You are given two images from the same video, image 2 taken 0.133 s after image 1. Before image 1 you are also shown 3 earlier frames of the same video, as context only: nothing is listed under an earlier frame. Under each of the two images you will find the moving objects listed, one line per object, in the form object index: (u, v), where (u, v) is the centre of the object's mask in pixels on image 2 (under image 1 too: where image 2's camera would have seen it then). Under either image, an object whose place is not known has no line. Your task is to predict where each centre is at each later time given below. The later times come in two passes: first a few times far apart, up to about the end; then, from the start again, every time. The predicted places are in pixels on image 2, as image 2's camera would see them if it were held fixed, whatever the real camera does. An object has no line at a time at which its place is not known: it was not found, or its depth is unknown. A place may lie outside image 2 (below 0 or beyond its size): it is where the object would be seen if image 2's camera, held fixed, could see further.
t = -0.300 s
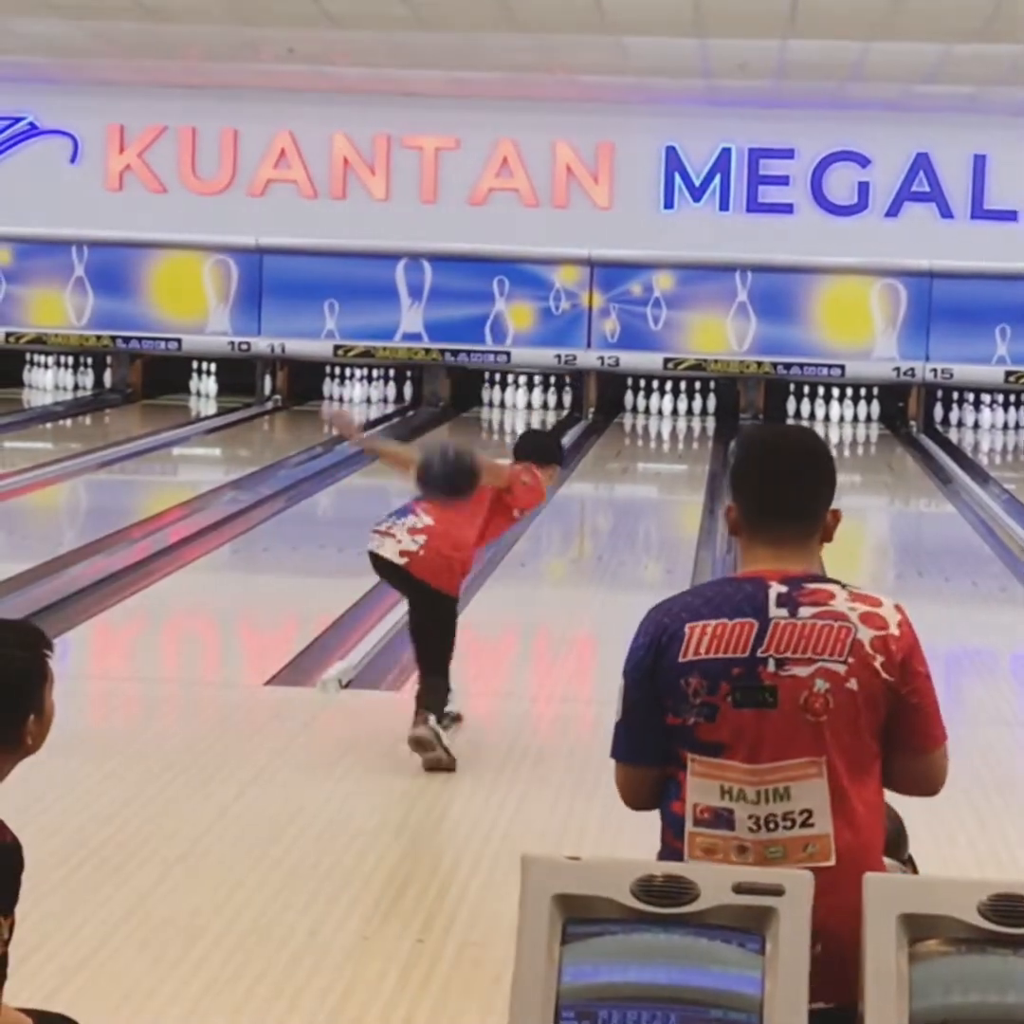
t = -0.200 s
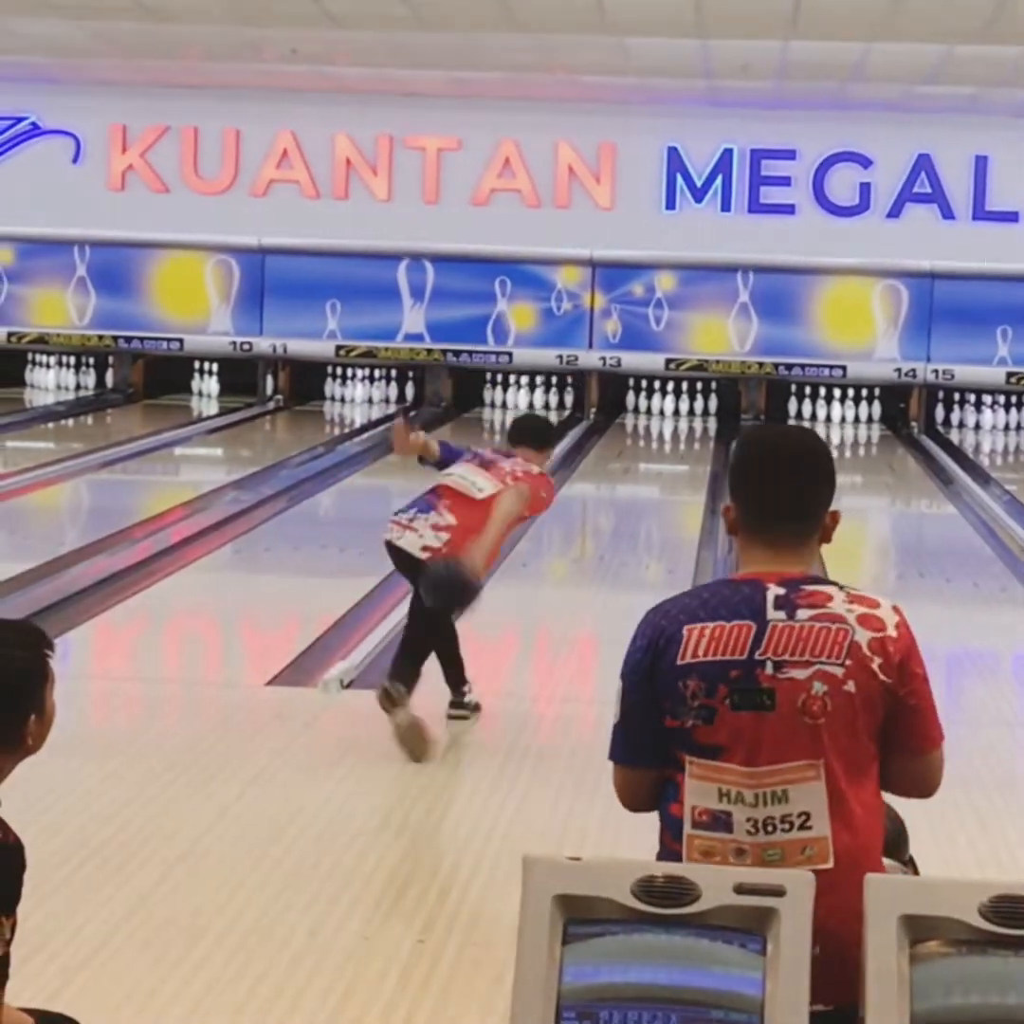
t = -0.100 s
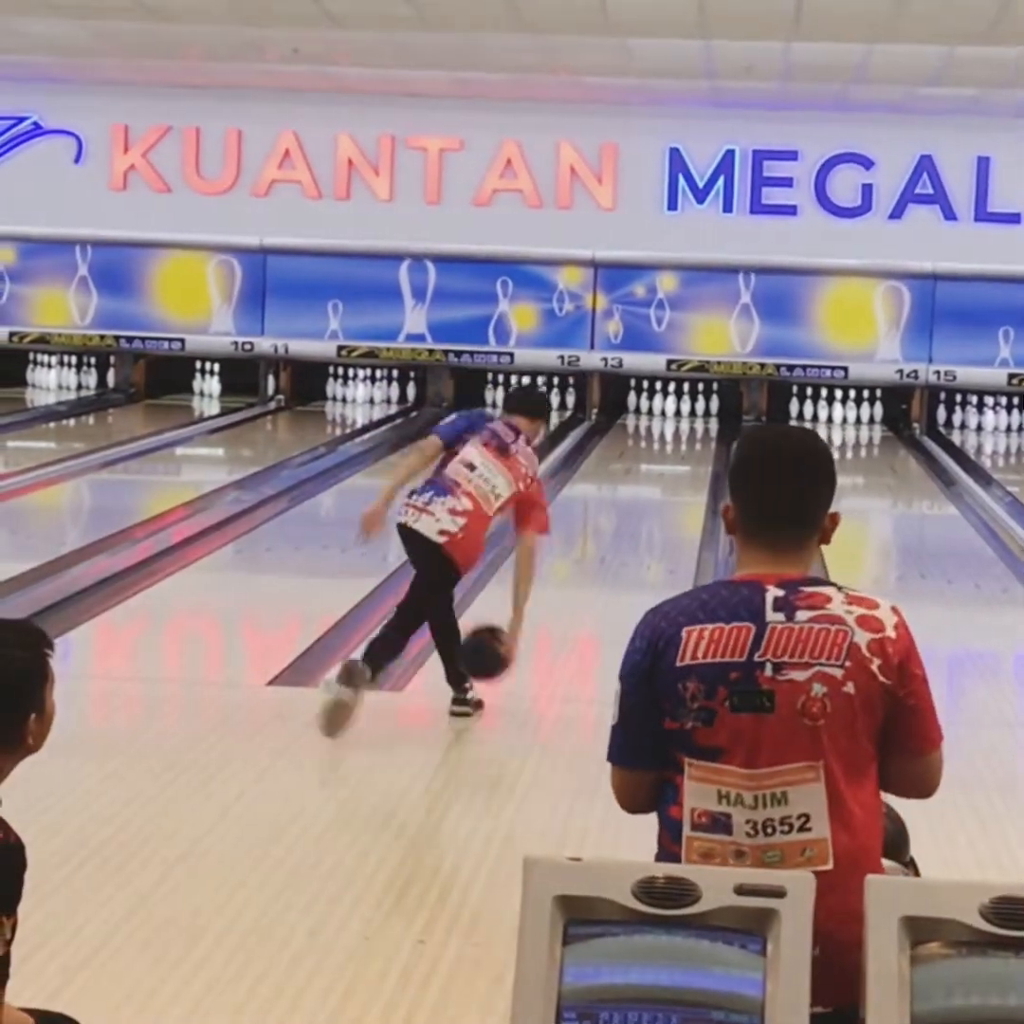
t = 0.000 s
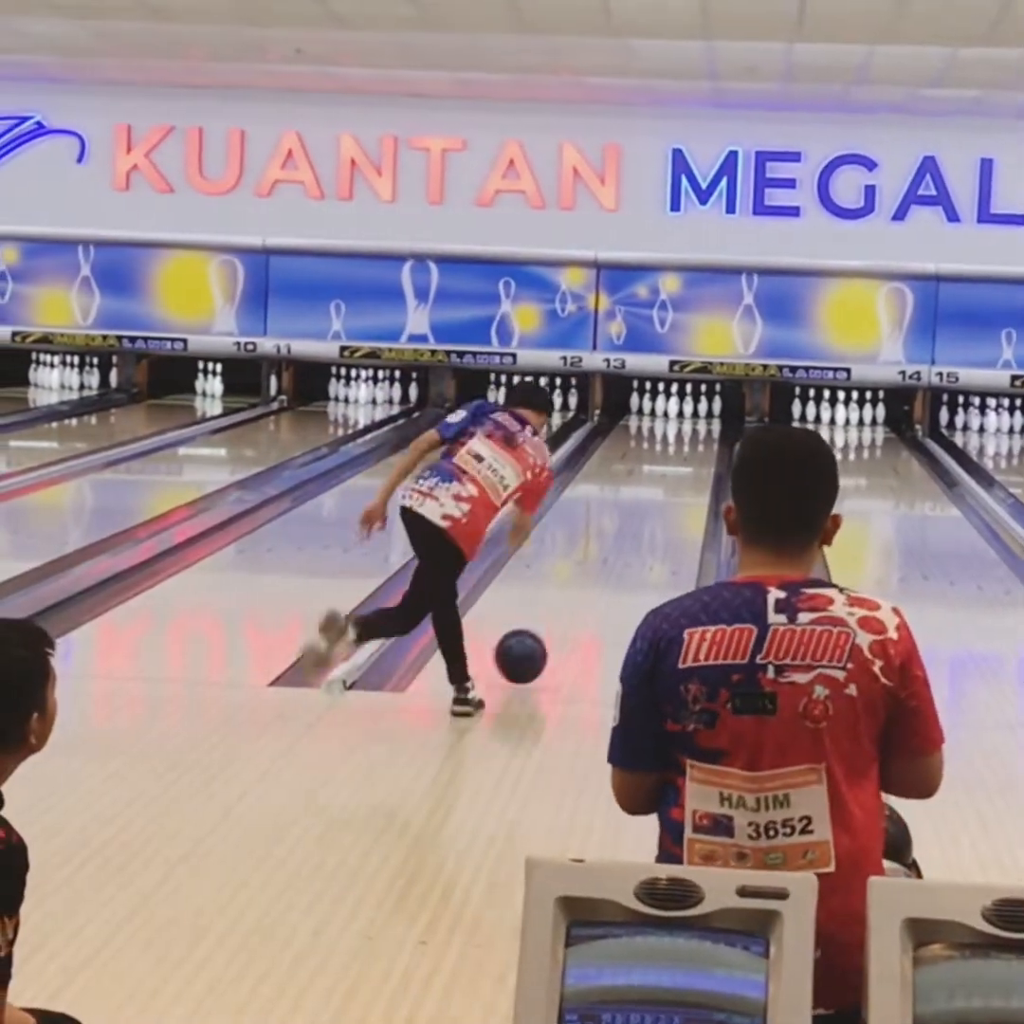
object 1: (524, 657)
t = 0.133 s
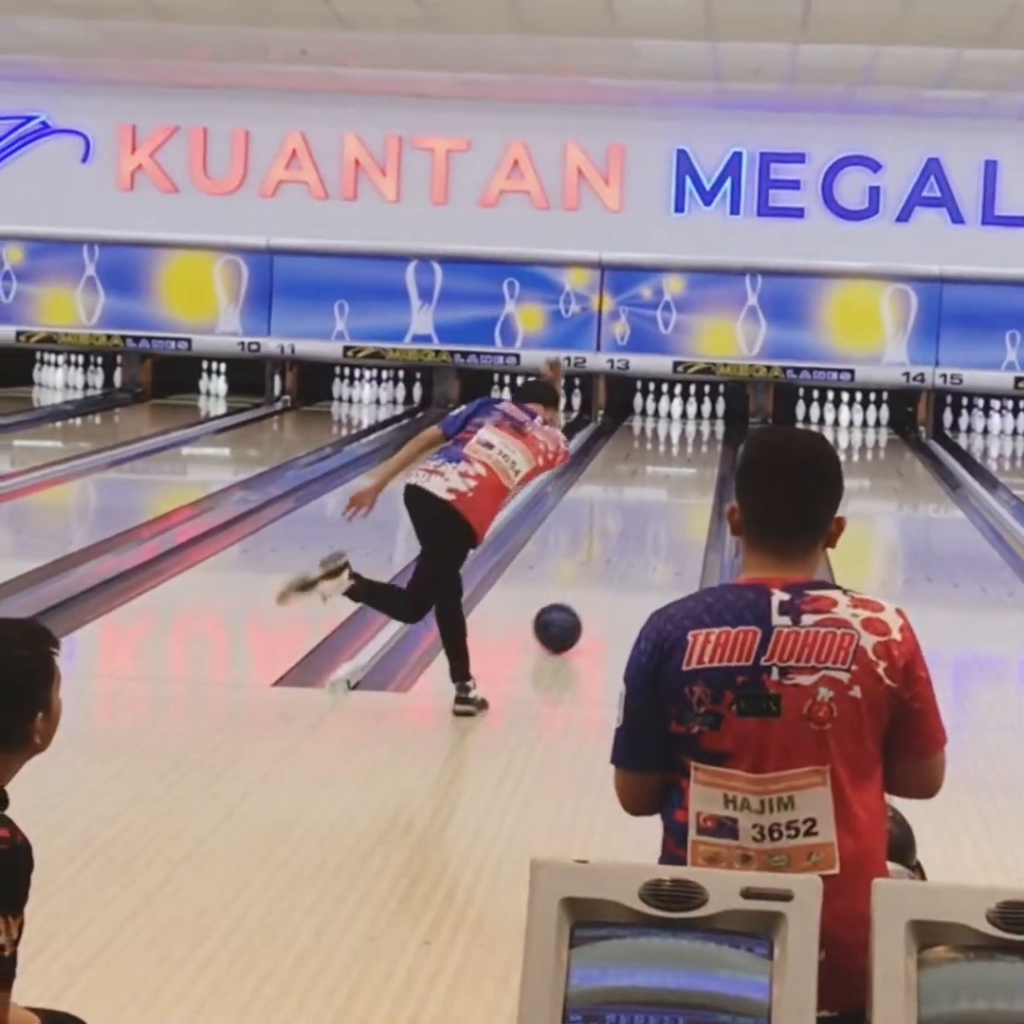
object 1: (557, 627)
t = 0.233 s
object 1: (579, 605)
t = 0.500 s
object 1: (623, 558)
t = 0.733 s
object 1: (651, 526)
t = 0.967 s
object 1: (673, 501)
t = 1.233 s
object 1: (690, 478)
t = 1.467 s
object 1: (702, 461)
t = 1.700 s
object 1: (709, 447)
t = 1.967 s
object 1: (711, 434)
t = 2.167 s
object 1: (708, 425)
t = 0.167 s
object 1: (565, 620)
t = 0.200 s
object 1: (572, 612)
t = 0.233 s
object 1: (579, 605)
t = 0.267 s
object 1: (585, 598)
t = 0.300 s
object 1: (591, 592)
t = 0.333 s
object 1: (597, 586)
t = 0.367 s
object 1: (603, 579)
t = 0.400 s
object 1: (608, 574)
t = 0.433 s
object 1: (613, 568)
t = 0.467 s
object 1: (618, 563)
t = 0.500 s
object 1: (623, 558)
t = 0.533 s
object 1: (627, 553)
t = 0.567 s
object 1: (632, 548)
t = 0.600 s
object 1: (636, 543)
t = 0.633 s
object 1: (640, 539)
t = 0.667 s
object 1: (644, 534)
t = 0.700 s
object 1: (648, 530)
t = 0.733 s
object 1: (651, 526)
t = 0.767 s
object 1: (655, 522)
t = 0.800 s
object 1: (658, 518)
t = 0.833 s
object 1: (661, 515)
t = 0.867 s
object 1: (664, 511)
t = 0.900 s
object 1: (667, 507)
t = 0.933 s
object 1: (670, 504)
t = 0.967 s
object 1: (673, 501)
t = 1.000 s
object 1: (675, 497)
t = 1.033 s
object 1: (678, 494)
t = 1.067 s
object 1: (680, 491)
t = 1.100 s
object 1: (682, 489)
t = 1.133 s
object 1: (684, 486)
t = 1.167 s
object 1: (687, 483)
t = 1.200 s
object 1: (689, 481)
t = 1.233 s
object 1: (690, 478)
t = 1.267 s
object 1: (692, 475)
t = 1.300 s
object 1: (694, 472)
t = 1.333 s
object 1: (696, 470)
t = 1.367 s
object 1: (697, 468)
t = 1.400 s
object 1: (698, 466)
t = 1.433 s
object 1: (700, 463)
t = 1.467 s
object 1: (702, 461)
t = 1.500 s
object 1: (703, 459)
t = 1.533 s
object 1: (704, 457)
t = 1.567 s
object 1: (705, 455)
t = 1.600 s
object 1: (706, 453)
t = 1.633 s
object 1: (707, 451)
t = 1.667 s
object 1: (707, 449)
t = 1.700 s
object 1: (709, 447)
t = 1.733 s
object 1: (710, 445)
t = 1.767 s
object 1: (710, 443)
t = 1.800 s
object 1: (711, 442)
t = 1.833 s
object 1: (711, 440)
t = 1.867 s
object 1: (711, 438)
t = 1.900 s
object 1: (711, 437)
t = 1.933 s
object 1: (711, 435)
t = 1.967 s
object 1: (711, 434)
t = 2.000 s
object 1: (711, 432)
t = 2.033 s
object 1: (711, 431)
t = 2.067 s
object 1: (710, 429)
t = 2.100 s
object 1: (710, 429)
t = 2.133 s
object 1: (709, 427)
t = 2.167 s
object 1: (708, 425)
